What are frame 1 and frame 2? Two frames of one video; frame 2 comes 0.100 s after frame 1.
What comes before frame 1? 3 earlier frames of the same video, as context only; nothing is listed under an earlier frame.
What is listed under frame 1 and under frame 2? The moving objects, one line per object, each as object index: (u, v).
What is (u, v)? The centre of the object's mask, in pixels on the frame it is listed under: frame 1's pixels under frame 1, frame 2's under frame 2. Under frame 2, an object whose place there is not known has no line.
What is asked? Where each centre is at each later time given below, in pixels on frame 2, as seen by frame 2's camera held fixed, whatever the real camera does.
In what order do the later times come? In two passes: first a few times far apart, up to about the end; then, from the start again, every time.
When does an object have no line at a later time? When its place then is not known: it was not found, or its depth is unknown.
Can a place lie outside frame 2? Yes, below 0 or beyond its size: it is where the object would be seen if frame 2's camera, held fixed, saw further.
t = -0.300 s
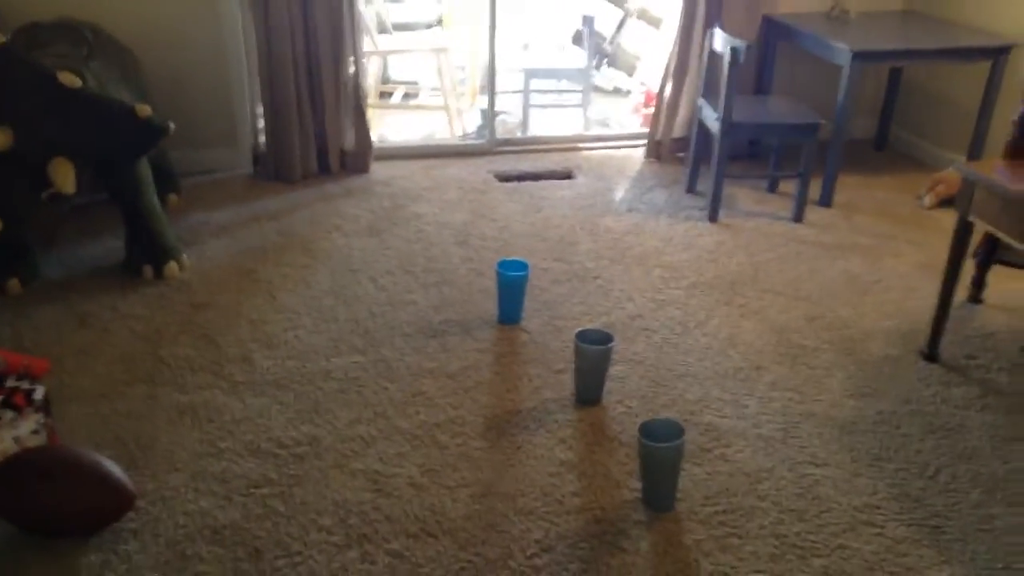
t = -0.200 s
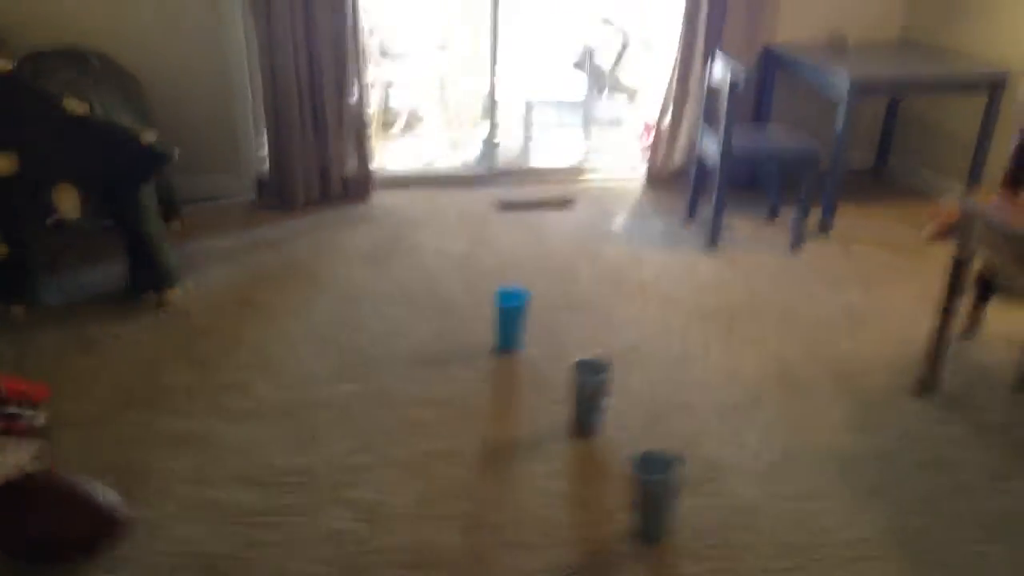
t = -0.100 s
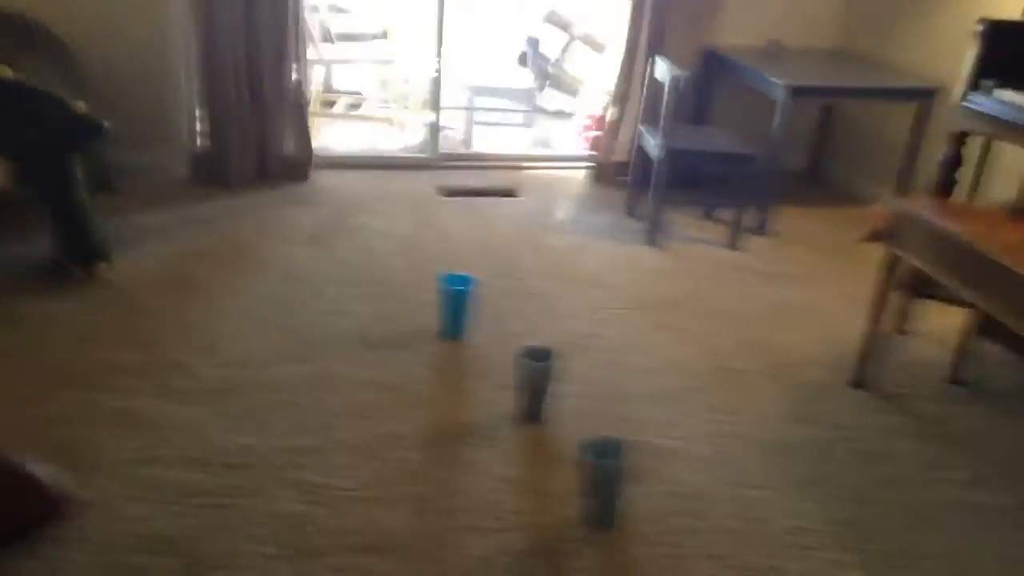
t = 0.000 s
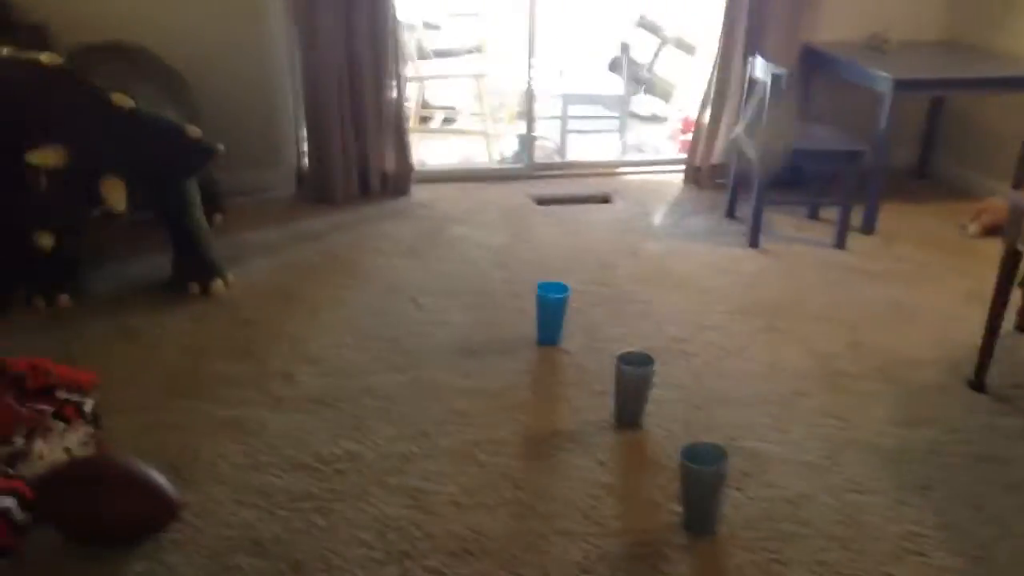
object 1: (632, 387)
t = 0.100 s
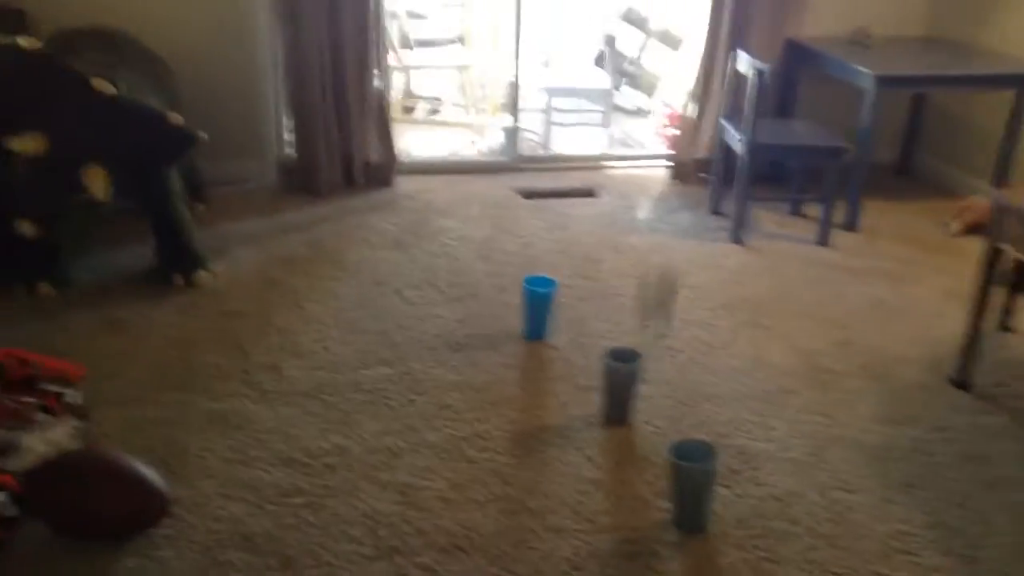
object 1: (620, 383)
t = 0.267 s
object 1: (624, 378)
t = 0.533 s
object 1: (640, 371)
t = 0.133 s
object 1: (617, 388)
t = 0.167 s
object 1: (619, 384)
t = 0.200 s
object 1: (620, 382)
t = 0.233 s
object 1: (621, 381)
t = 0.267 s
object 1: (624, 378)
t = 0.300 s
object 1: (625, 376)
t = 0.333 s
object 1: (626, 375)
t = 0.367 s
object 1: (627, 374)
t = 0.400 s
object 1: (629, 372)
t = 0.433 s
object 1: (631, 371)
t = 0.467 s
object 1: (635, 372)
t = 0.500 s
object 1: (638, 375)
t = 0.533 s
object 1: (640, 371)
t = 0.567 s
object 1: (641, 369)
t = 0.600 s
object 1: (644, 369)
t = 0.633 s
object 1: (645, 370)
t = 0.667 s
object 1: (646, 369)
